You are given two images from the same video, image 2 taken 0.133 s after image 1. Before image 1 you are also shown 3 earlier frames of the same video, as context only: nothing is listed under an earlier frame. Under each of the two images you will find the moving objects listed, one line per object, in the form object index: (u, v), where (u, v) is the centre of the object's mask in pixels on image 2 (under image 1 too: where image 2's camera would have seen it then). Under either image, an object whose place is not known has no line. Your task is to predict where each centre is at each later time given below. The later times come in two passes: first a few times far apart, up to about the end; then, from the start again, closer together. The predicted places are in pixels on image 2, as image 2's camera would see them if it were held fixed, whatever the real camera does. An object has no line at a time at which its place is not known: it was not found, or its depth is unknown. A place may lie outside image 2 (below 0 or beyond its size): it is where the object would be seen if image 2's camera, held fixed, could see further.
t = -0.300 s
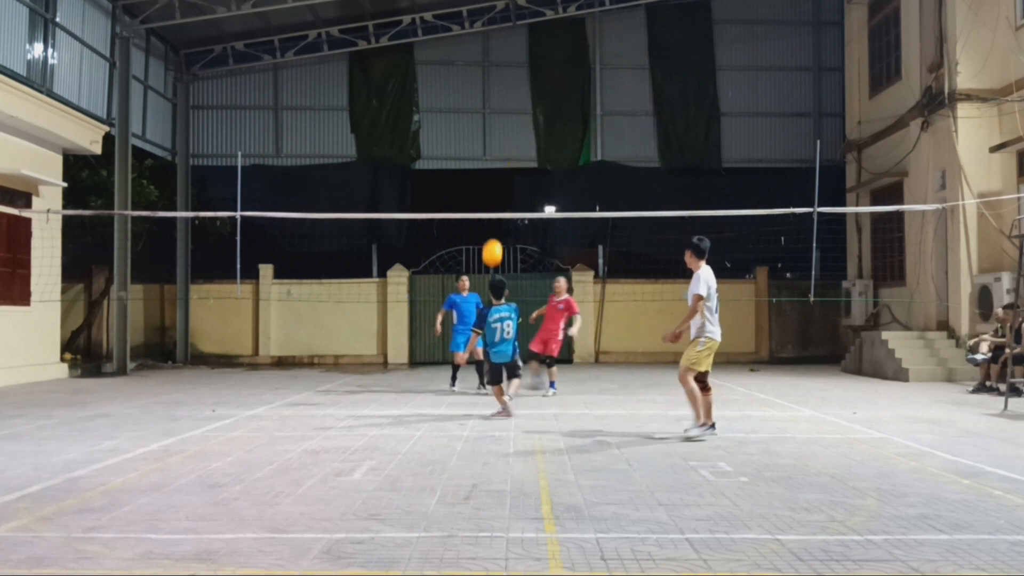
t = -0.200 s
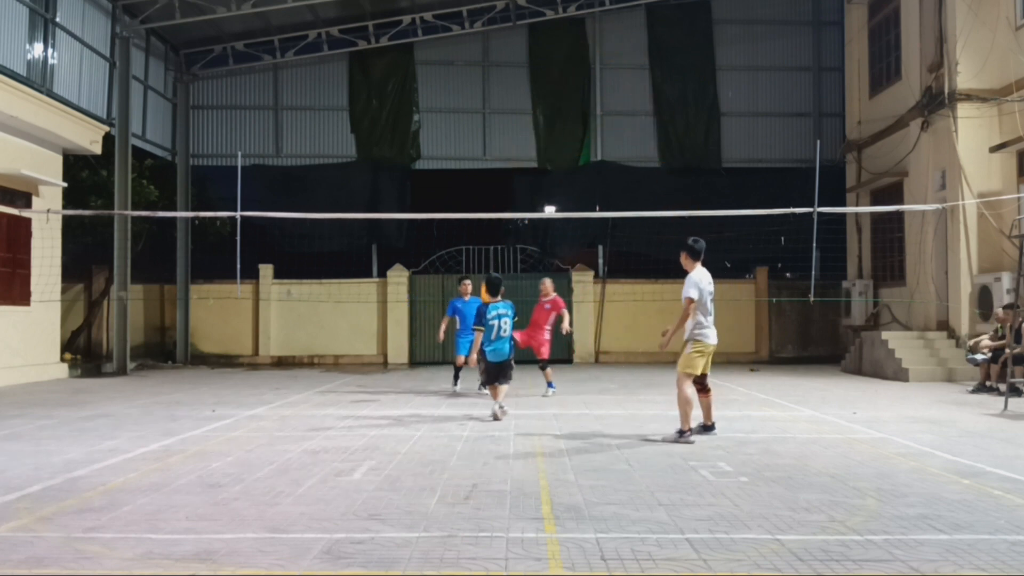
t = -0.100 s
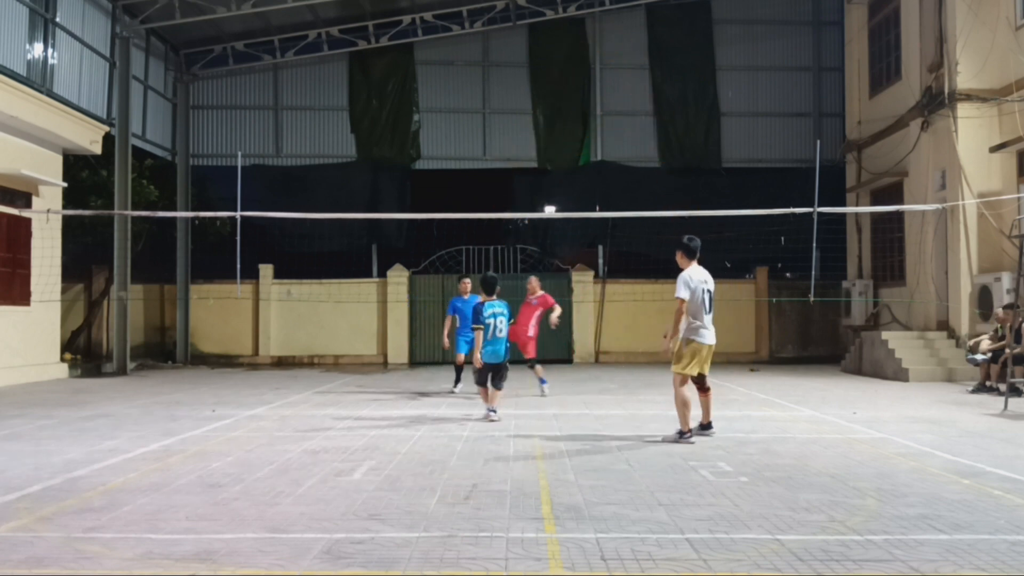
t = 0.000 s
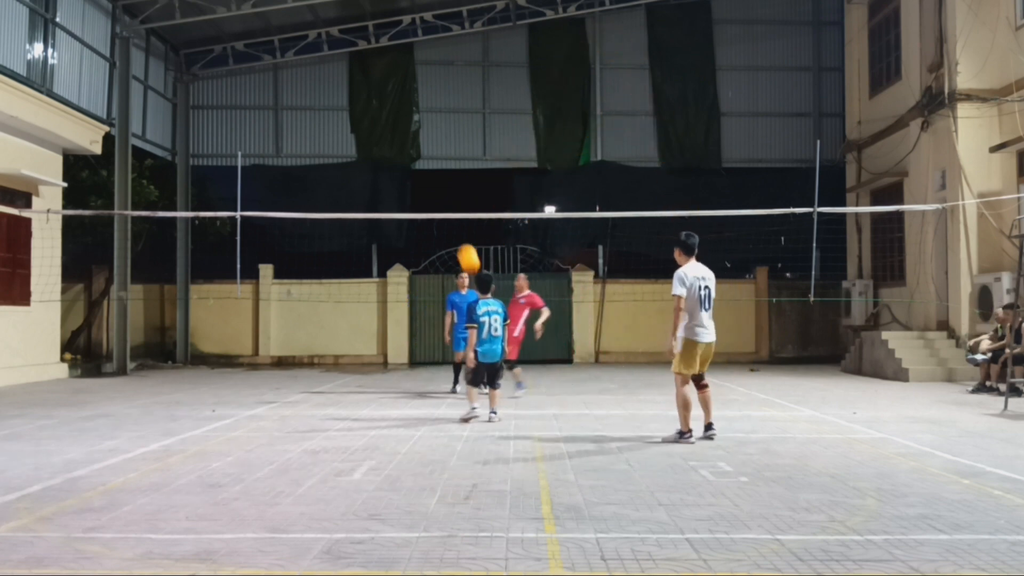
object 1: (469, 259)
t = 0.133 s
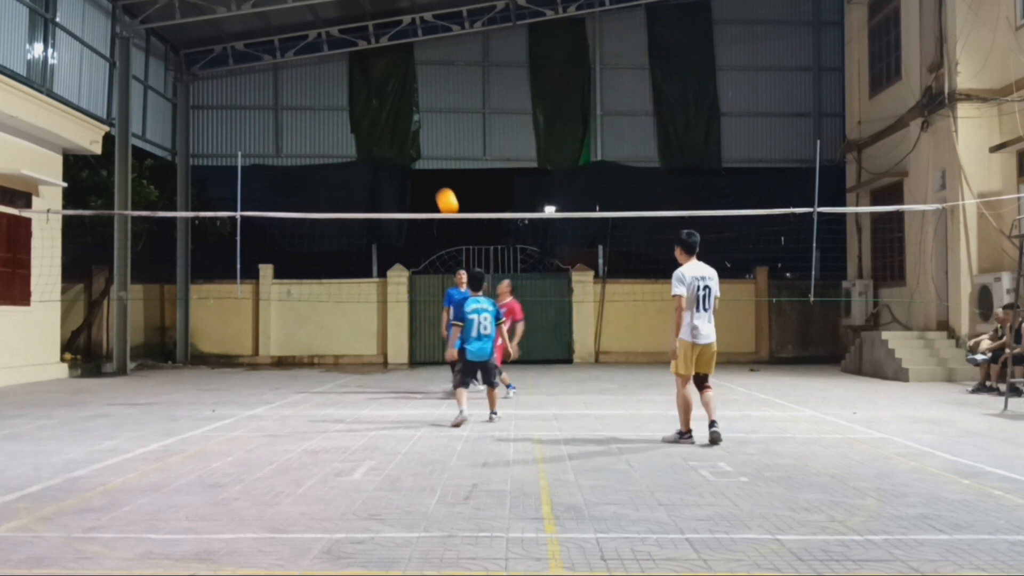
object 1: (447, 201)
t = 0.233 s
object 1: (432, 168)
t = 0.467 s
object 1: (399, 120)
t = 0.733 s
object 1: (361, 117)
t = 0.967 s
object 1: (328, 163)
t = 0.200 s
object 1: (437, 178)
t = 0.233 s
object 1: (432, 168)
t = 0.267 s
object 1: (428, 159)
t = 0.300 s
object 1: (423, 150)
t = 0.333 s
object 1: (418, 142)
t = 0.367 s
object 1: (414, 135)
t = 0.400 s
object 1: (409, 129)
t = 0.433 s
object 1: (404, 124)
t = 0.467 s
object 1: (399, 120)
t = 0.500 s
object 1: (394, 116)
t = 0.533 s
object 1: (390, 114)
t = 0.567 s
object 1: (385, 112)
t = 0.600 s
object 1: (380, 111)
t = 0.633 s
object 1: (375, 112)
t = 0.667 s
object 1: (371, 113)
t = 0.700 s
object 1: (366, 115)
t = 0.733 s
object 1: (361, 117)
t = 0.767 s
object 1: (357, 121)
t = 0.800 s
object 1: (352, 126)
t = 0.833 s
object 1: (347, 131)
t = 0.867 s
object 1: (343, 138)
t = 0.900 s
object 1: (338, 146)
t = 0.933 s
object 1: (333, 154)
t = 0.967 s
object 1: (328, 163)
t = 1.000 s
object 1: (324, 174)
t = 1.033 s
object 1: (320, 184)
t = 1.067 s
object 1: (315, 197)
